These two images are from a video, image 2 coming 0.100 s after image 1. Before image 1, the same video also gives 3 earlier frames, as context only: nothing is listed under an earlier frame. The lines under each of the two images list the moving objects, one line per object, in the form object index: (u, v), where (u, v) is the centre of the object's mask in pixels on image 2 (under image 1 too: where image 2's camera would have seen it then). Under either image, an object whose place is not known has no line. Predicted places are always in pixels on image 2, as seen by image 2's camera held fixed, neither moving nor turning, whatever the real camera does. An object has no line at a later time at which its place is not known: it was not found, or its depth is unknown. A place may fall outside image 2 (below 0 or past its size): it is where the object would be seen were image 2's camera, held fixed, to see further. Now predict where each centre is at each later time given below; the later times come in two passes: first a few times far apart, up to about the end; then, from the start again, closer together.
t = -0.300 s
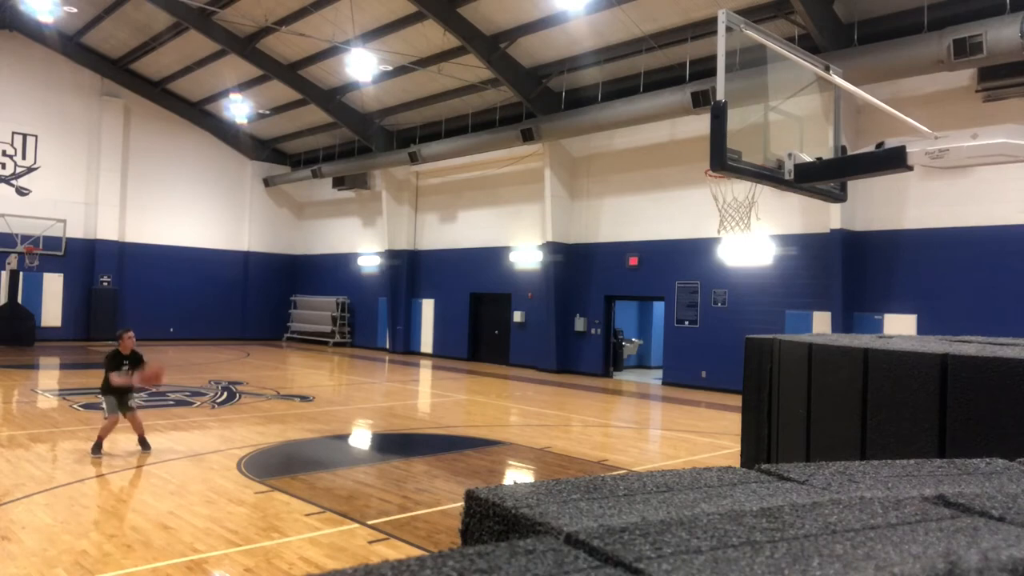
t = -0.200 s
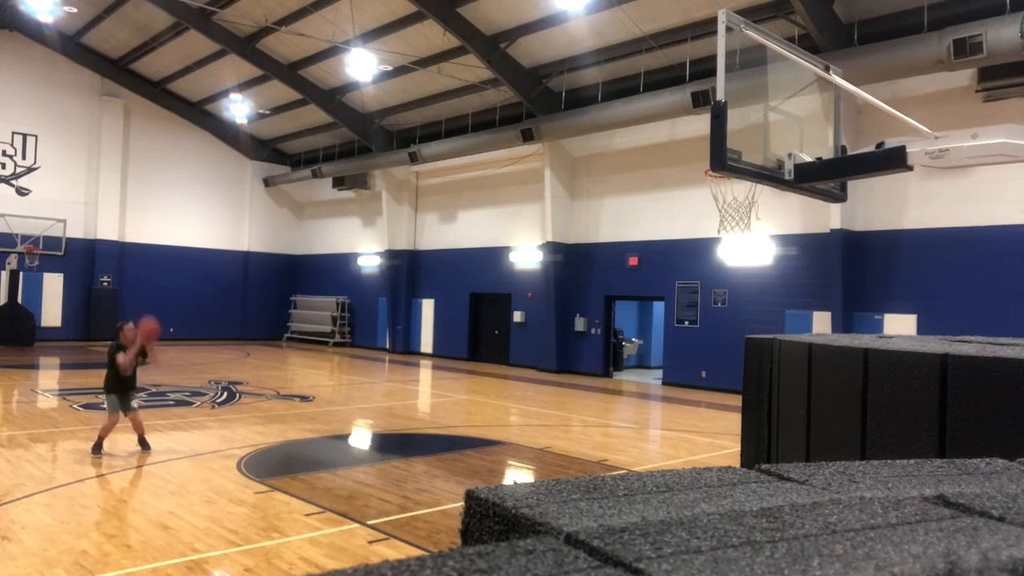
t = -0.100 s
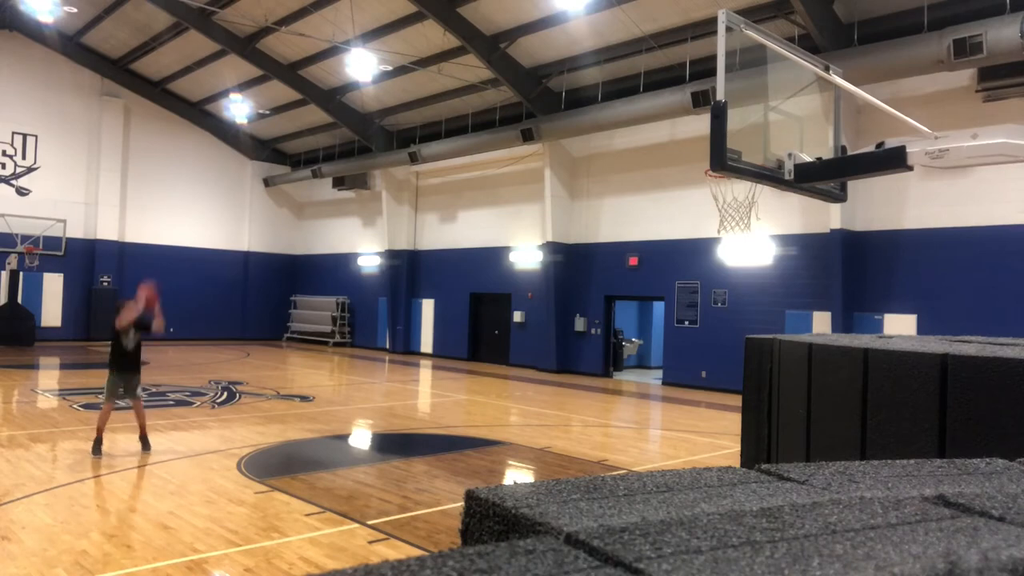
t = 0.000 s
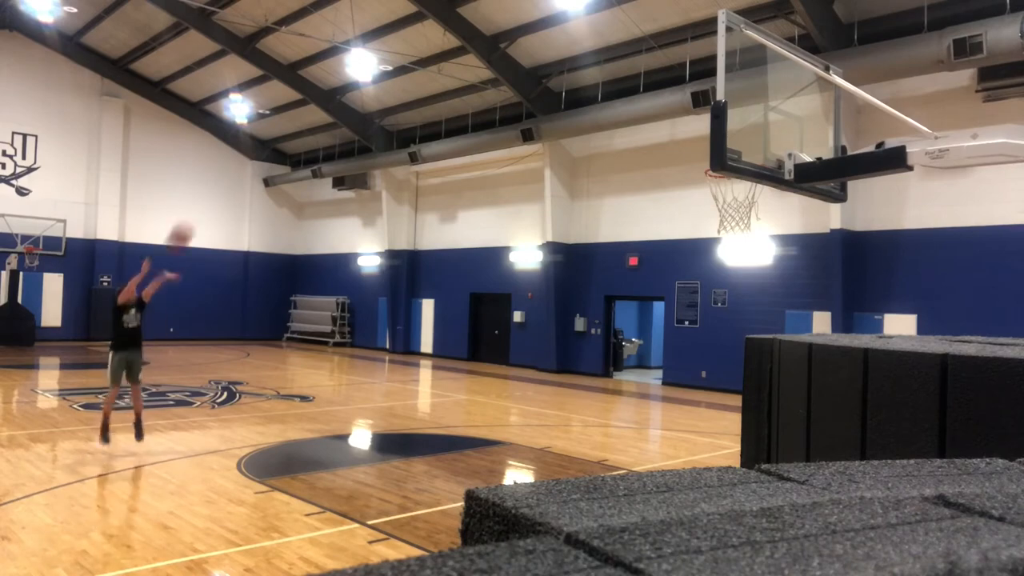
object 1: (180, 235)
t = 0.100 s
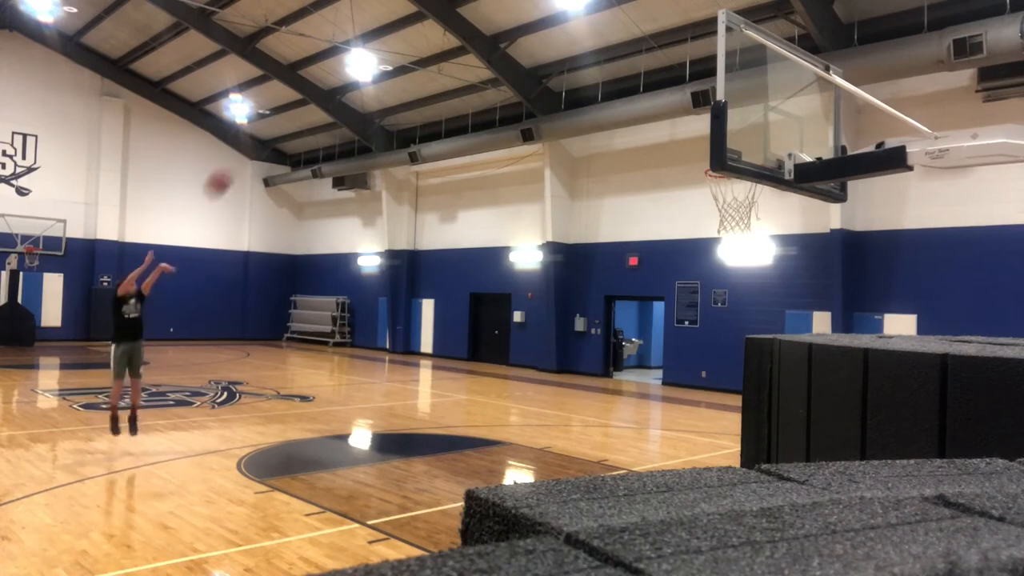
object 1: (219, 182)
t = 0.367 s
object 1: (330, 75)
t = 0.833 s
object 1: (546, 36)
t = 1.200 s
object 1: (740, 187)
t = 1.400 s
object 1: (785, 223)
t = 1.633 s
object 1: (803, 325)
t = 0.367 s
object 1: (330, 75)
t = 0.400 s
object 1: (343, 64)
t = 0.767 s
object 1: (513, 29)
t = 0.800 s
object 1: (530, 32)
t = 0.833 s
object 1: (546, 36)
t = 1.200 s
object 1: (740, 187)
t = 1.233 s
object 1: (759, 199)
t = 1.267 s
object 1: (767, 201)
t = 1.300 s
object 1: (775, 201)
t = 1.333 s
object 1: (779, 205)
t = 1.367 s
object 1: (782, 213)
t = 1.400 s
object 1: (785, 223)
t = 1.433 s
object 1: (789, 234)
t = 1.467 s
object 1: (791, 247)
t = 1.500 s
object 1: (794, 261)
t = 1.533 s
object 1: (796, 276)
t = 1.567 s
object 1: (798, 293)
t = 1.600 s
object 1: (801, 310)
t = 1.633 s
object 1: (803, 325)
